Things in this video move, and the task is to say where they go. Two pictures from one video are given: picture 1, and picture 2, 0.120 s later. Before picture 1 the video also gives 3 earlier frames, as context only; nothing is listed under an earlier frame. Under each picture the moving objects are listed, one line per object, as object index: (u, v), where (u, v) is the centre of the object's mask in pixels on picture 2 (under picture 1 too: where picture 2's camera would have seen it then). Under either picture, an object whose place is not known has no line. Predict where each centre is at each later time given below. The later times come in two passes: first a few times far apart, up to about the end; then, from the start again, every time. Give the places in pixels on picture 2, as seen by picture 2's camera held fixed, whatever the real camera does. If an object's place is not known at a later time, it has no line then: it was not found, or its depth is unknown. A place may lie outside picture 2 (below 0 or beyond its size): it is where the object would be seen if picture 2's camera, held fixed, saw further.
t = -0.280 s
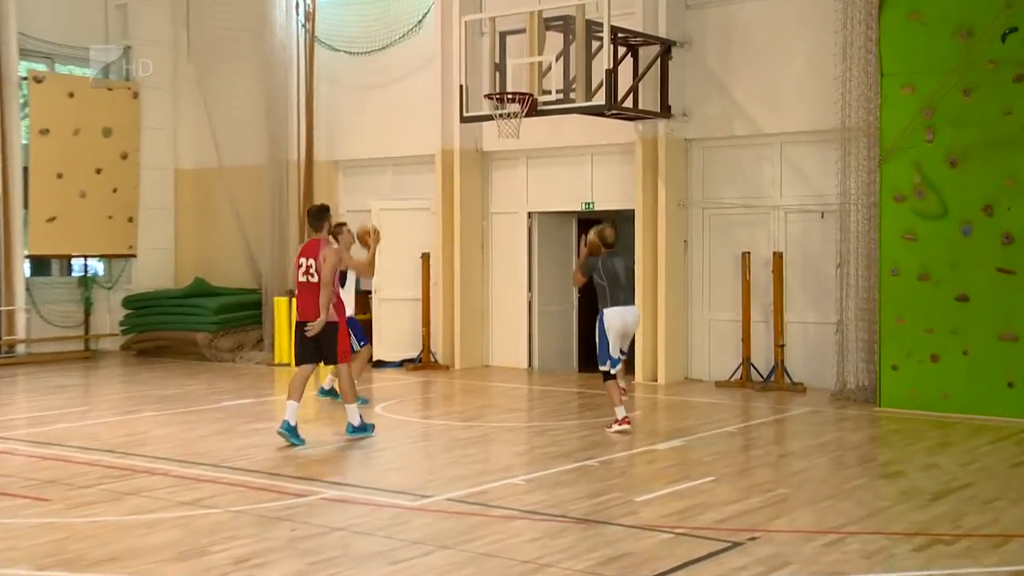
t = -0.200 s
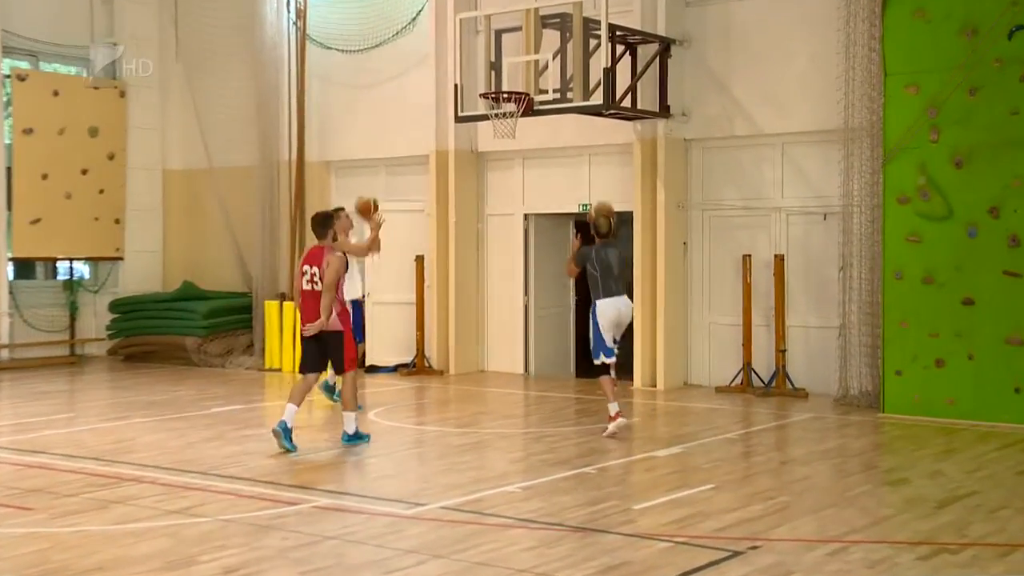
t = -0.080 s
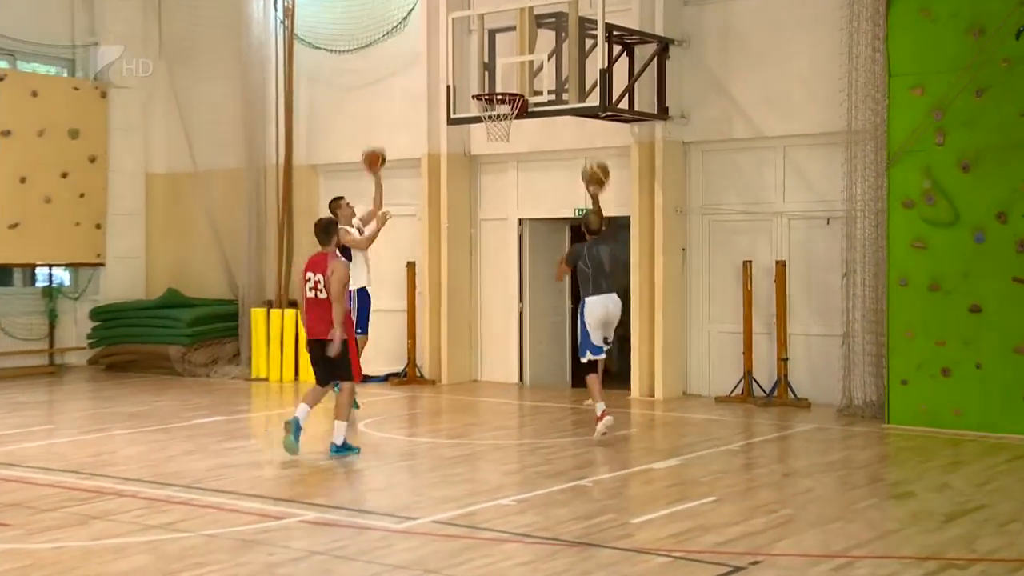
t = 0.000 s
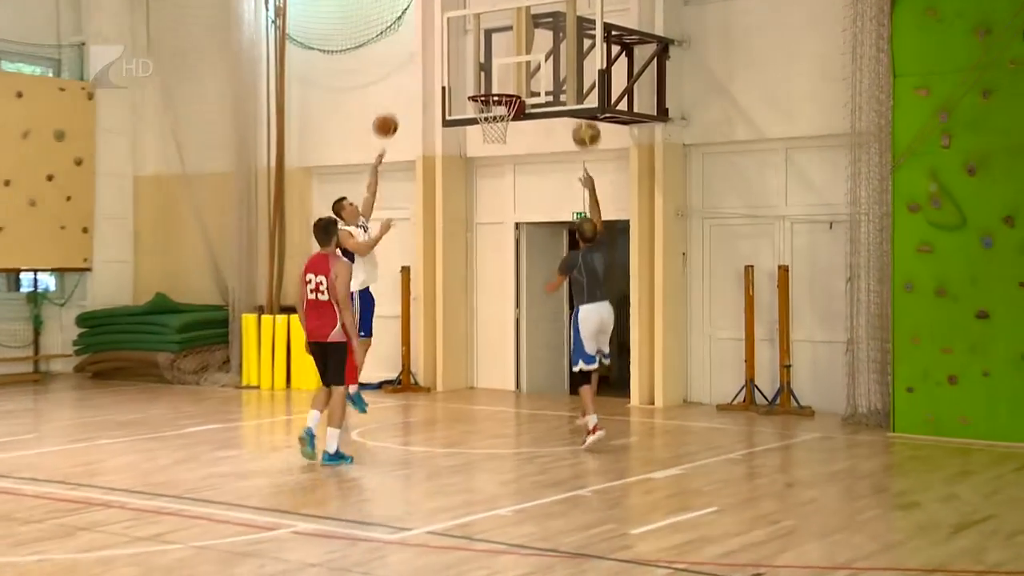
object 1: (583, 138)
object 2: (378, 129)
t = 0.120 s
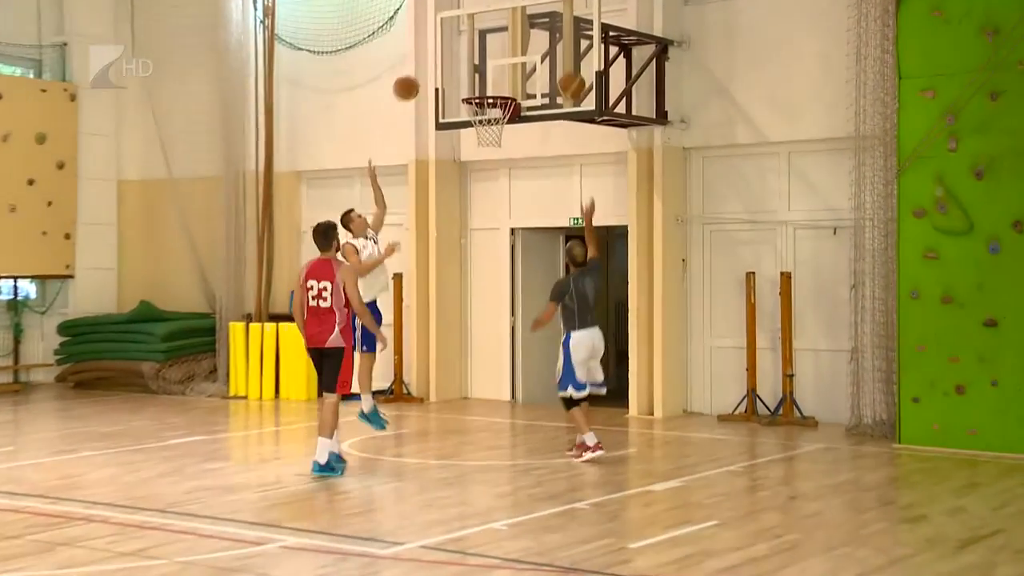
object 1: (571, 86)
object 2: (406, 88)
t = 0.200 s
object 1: (563, 62)
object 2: (425, 68)
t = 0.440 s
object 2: (464, 51)
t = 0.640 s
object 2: (473, 83)
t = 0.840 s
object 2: (472, 83)
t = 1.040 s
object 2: (470, 85)
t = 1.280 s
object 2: (455, 113)
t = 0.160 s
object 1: (568, 72)
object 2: (415, 77)
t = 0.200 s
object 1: (563, 62)
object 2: (425, 68)
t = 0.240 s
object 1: (560, 53)
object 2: (435, 62)
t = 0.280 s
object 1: (557, 45)
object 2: (444, 57)
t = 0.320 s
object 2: (454, 53)
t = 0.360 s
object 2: (460, 51)
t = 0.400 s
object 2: (462, 50)
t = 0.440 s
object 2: (464, 51)
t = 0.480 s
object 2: (465, 54)
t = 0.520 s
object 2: (467, 58)
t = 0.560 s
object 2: (468, 64)
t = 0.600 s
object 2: (470, 74)
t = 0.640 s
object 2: (473, 83)
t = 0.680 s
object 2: (475, 84)
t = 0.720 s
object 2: (472, 80)
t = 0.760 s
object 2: (471, 79)
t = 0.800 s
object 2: (472, 81)
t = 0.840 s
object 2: (472, 83)
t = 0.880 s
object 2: (472, 85)
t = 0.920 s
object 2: (472, 84)
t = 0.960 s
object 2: (472, 83)
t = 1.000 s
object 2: (471, 84)
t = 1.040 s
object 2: (470, 85)
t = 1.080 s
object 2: (468, 87)
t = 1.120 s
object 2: (464, 88)
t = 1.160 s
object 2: (461, 91)
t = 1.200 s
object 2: (458, 95)
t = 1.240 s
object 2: (456, 103)
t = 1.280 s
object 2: (455, 113)
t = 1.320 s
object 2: (455, 121)
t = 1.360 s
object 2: (452, 132)
